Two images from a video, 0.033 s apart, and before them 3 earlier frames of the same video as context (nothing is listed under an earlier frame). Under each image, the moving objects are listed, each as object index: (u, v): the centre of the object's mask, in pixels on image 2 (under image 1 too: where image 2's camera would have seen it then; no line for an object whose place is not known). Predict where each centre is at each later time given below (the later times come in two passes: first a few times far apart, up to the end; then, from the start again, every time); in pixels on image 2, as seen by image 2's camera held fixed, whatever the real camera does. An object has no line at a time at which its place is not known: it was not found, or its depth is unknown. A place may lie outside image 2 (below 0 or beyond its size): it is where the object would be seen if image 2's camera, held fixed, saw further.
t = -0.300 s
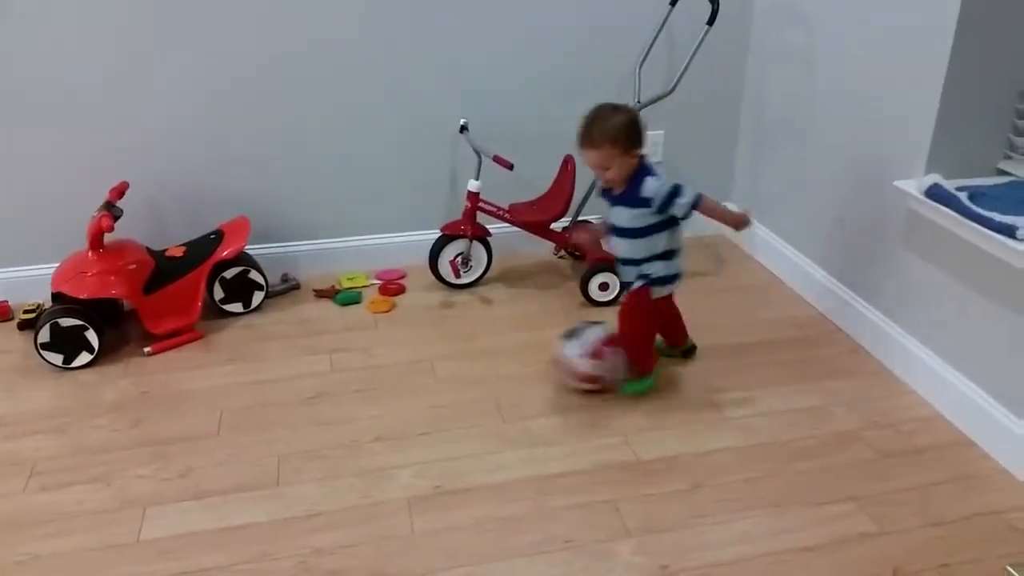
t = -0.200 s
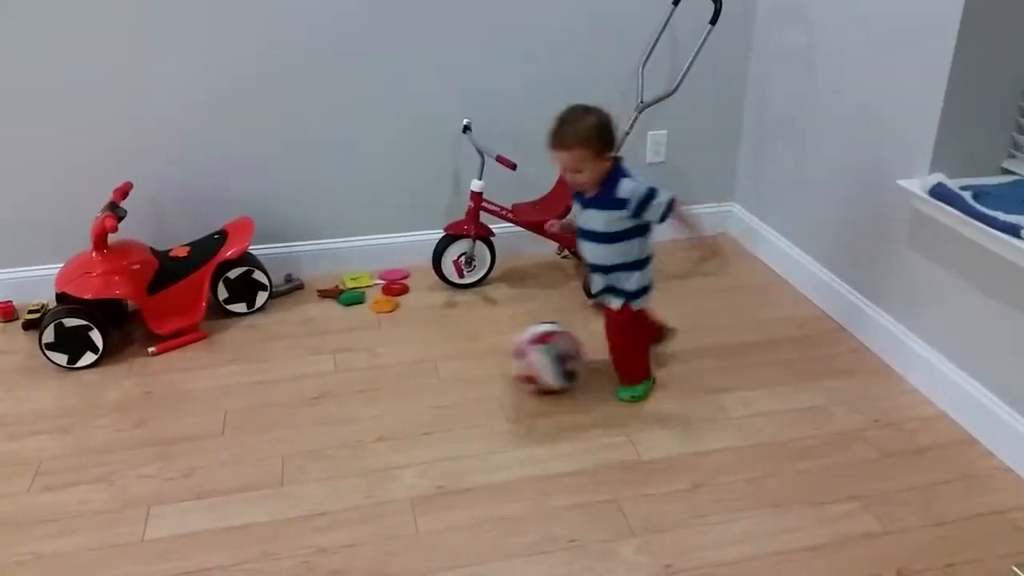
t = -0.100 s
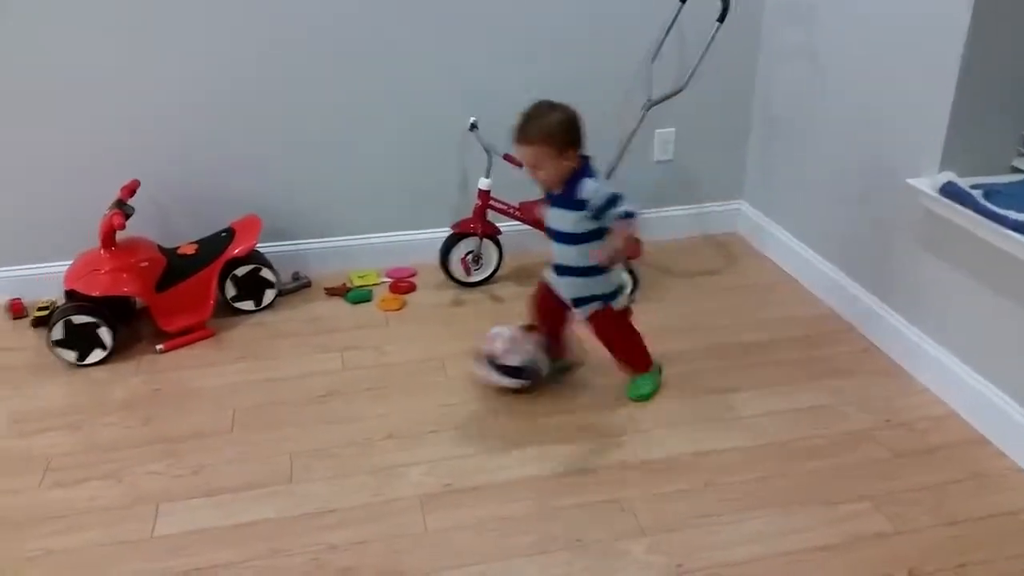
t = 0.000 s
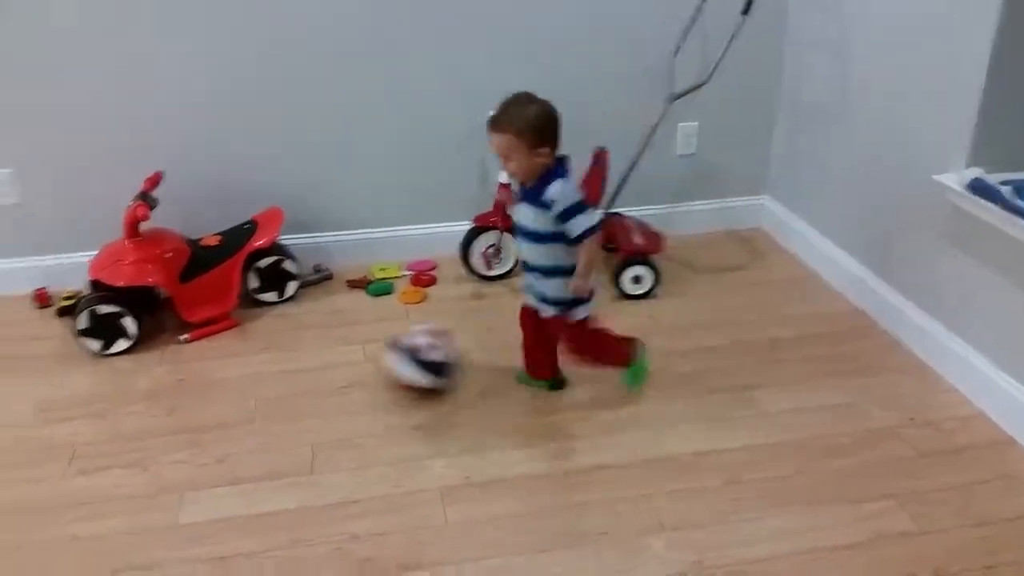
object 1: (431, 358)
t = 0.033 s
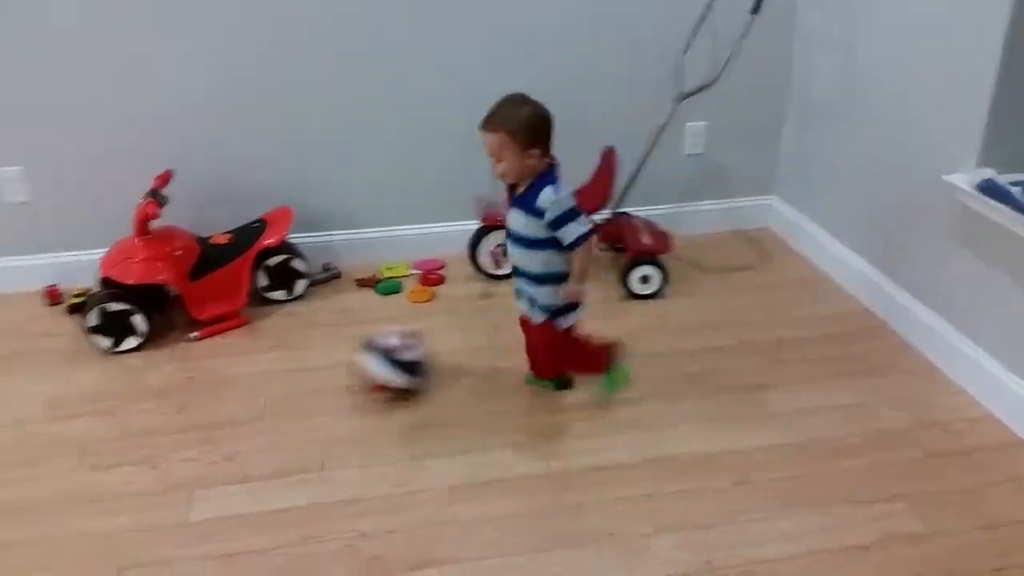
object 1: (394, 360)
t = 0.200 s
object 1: (229, 378)
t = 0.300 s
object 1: (149, 384)
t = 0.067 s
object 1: (359, 367)
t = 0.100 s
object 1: (323, 371)
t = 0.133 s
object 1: (291, 374)
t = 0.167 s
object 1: (260, 376)
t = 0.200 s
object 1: (229, 378)
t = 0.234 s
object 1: (201, 380)
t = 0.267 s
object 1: (175, 382)
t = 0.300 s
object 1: (149, 384)
